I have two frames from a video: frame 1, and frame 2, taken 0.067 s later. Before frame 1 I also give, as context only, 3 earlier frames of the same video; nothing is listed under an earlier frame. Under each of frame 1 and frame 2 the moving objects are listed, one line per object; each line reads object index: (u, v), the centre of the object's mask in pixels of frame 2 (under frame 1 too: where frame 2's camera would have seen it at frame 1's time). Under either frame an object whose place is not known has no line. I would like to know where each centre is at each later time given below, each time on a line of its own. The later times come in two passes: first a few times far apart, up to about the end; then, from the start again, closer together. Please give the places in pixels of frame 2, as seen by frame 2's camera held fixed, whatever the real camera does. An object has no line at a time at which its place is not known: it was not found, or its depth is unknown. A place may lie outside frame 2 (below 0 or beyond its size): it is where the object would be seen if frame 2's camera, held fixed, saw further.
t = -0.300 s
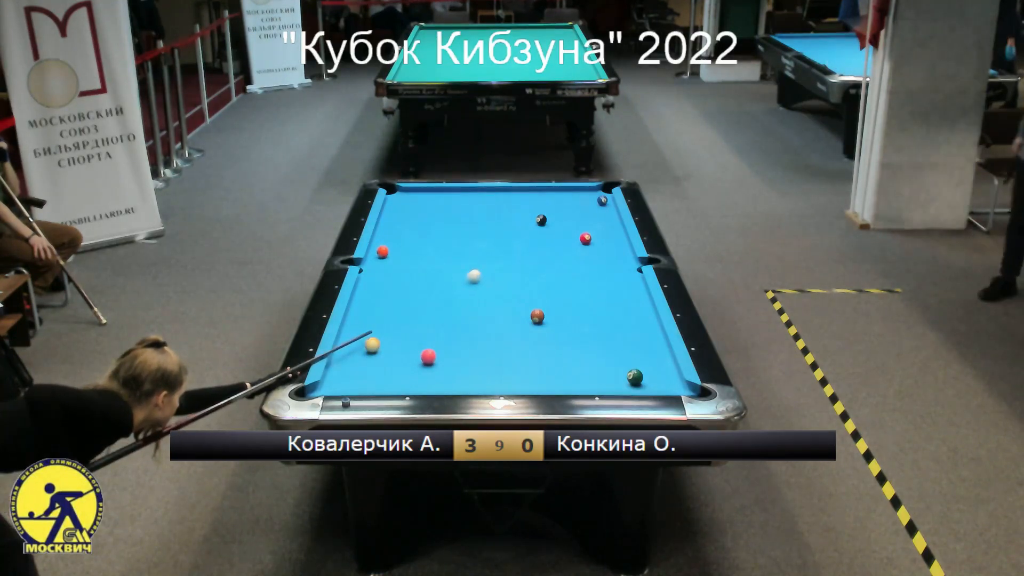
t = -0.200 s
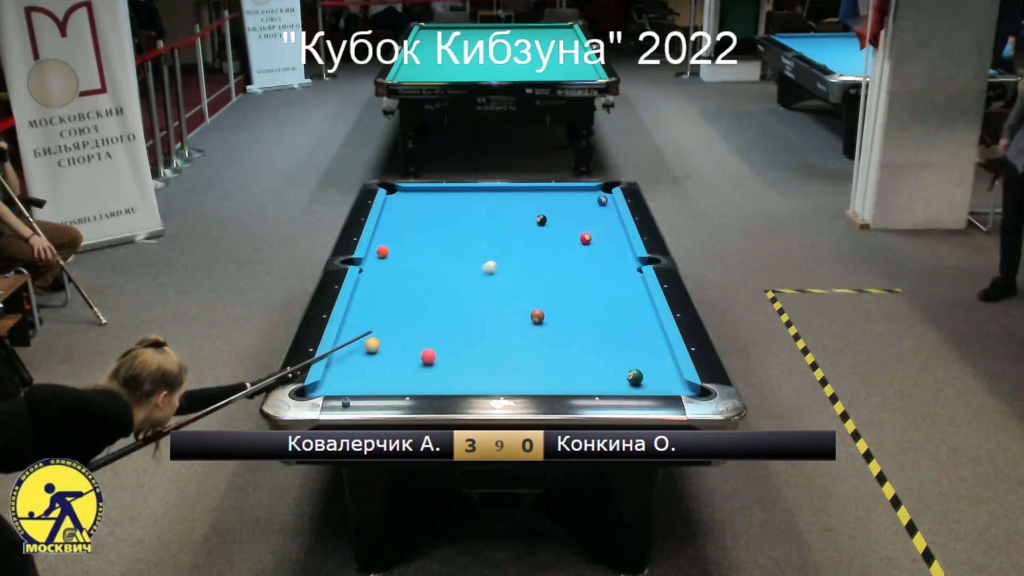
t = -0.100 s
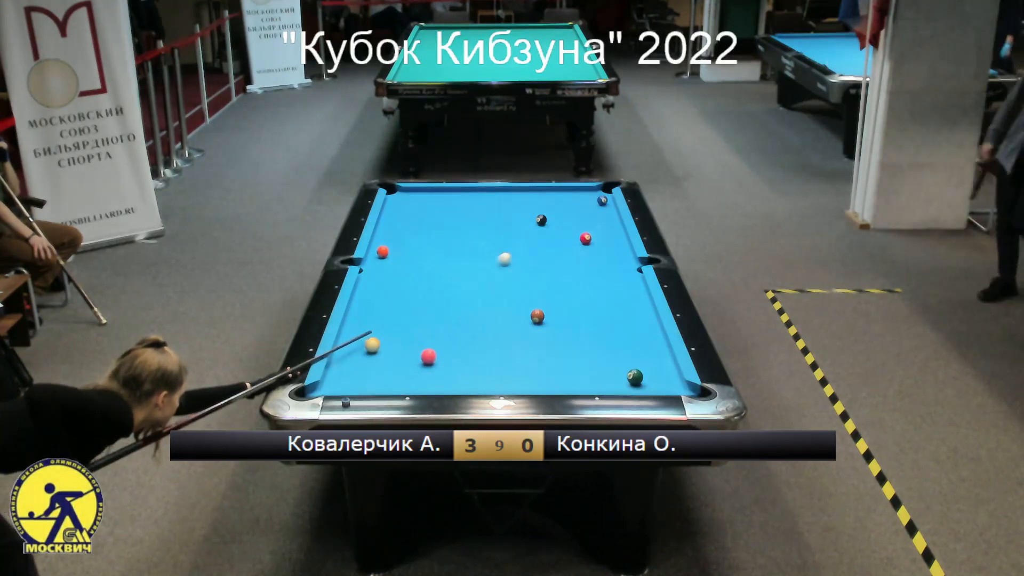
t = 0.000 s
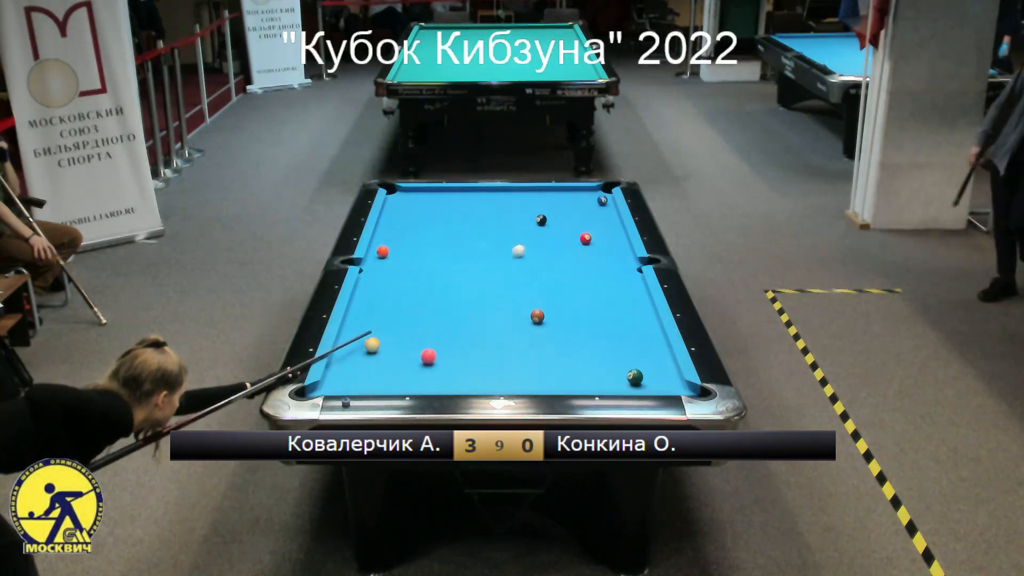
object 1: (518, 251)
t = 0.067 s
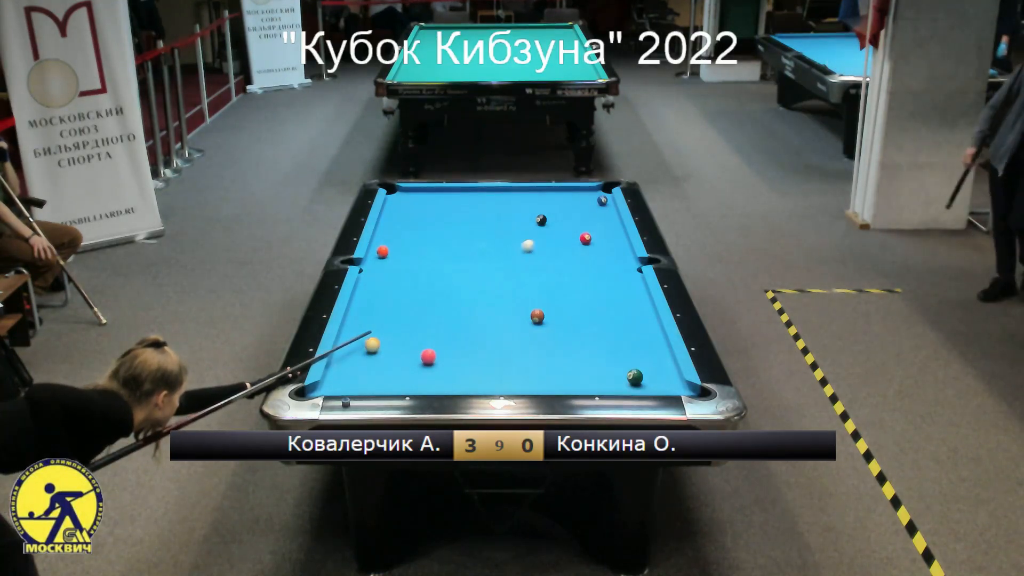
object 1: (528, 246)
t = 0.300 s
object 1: (557, 229)
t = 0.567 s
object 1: (588, 212)
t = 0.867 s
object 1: (605, 202)
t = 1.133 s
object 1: (589, 201)
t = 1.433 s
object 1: (572, 199)
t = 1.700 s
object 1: (558, 198)
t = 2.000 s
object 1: (544, 197)
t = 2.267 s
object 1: (533, 195)
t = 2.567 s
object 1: (522, 194)
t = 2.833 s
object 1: (512, 193)
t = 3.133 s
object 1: (503, 192)
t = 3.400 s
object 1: (496, 192)
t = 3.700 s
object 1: (489, 191)
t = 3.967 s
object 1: (483, 190)
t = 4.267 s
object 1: (478, 190)
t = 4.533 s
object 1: (474, 189)
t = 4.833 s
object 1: (472, 189)
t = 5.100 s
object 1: (470, 189)
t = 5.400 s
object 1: (470, 189)
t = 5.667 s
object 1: (470, 189)
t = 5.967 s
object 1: (470, 189)
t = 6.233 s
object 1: (470, 189)
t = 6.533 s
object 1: (470, 189)
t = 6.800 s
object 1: (470, 189)
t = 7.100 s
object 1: (470, 189)
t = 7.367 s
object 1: (470, 189)
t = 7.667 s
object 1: (470, 189)
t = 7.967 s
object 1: (470, 189)
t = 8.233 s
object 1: (470, 189)
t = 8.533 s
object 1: (470, 189)
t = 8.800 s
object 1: (470, 189)
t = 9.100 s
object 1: (470, 189)
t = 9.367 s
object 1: (470, 189)
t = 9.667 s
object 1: (470, 189)
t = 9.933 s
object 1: (470, 189)
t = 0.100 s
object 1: (532, 243)
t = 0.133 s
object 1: (536, 241)
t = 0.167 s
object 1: (540, 238)
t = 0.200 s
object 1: (545, 236)
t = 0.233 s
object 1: (549, 234)
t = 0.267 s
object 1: (553, 231)
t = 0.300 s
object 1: (557, 229)
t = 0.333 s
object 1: (561, 227)
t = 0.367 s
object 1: (565, 224)
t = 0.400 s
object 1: (569, 222)
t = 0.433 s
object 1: (573, 220)
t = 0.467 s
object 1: (577, 218)
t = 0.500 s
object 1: (581, 216)
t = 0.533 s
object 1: (584, 214)
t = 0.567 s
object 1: (588, 212)
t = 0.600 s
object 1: (591, 210)
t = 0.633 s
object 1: (595, 208)
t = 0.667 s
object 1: (599, 206)
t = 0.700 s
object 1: (602, 204)
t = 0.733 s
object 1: (605, 203)
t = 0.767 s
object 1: (609, 203)
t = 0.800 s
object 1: (609, 203)
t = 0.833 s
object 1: (607, 203)
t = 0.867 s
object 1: (605, 202)
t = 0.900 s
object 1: (603, 202)
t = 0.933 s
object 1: (601, 202)
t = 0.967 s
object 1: (599, 202)
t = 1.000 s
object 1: (596, 202)
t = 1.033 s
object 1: (595, 201)
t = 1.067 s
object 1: (592, 201)
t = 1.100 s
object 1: (590, 201)
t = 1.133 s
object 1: (589, 201)
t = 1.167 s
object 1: (587, 201)
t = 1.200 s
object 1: (585, 201)
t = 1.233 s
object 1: (583, 200)
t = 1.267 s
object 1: (581, 200)
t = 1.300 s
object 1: (579, 200)
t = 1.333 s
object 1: (577, 200)
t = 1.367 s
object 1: (576, 200)
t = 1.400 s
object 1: (573, 200)
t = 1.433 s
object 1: (572, 199)
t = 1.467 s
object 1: (571, 199)
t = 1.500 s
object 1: (568, 199)
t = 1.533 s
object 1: (567, 199)
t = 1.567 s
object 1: (565, 199)
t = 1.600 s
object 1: (563, 198)
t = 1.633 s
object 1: (561, 198)
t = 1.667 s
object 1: (560, 198)
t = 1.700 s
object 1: (558, 198)
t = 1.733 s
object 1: (557, 198)
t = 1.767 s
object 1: (555, 198)
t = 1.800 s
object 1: (553, 198)
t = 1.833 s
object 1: (552, 197)
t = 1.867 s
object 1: (550, 197)
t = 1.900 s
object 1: (549, 197)
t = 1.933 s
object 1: (547, 197)
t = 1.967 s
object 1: (546, 197)
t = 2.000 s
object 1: (544, 197)
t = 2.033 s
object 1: (542, 196)
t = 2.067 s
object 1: (541, 196)
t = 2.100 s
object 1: (540, 196)
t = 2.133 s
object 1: (538, 196)
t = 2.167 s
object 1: (537, 196)
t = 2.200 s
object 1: (536, 196)
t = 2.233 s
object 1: (534, 196)
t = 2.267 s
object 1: (533, 195)
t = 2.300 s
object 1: (531, 195)
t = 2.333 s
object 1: (530, 195)
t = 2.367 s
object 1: (529, 195)
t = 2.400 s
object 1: (528, 195)
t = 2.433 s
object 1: (526, 195)
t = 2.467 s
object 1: (525, 195)
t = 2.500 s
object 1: (524, 194)
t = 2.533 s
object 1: (523, 194)
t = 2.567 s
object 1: (522, 194)
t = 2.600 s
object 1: (520, 194)
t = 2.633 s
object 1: (519, 194)
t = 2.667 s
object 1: (518, 194)
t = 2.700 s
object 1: (517, 194)
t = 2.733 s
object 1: (515, 194)
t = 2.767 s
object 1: (514, 194)
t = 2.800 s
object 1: (513, 193)
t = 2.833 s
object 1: (512, 193)
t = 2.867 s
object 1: (511, 193)
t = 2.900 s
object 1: (510, 193)
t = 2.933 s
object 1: (509, 193)
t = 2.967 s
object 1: (508, 193)
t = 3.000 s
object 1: (507, 193)
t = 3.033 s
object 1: (506, 193)
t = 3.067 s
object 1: (505, 193)
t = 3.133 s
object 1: (503, 192)
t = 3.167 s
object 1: (502, 192)
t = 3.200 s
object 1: (501, 192)
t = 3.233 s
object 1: (500, 192)
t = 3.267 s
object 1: (499, 192)
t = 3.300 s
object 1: (499, 192)
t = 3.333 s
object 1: (498, 192)
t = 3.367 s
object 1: (497, 192)
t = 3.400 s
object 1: (496, 192)
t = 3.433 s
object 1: (495, 192)
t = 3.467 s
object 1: (494, 191)
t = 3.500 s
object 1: (493, 191)
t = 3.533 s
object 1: (493, 191)
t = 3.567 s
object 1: (492, 191)
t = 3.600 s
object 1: (491, 191)
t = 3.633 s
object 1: (490, 191)
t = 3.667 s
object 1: (490, 191)
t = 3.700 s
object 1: (489, 191)
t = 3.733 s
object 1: (488, 191)
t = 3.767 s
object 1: (488, 191)
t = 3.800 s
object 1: (487, 191)
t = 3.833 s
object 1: (486, 191)
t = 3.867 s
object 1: (485, 190)
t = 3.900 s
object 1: (485, 190)
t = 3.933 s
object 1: (484, 190)
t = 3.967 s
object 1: (483, 190)
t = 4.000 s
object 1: (483, 190)
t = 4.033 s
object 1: (482, 190)
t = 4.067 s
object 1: (482, 190)
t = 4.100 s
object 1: (481, 190)
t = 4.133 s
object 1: (480, 190)
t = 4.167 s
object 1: (480, 190)
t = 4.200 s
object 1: (479, 190)
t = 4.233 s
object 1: (479, 190)
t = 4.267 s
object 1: (478, 190)
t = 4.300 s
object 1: (478, 190)
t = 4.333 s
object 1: (477, 189)
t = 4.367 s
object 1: (477, 189)
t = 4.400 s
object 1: (476, 189)
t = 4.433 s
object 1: (476, 189)
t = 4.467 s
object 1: (475, 189)
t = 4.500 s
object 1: (475, 189)
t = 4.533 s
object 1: (474, 189)
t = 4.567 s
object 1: (474, 189)
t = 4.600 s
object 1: (474, 189)
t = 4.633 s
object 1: (473, 189)
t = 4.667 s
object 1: (473, 189)
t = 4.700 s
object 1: (473, 189)
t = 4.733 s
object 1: (472, 189)
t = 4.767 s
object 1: (472, 189)
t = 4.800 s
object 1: (472, 189)
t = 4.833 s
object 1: (472, 189)
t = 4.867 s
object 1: (471, 189)
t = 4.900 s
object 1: (471, 189)
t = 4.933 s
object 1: (471, 189)
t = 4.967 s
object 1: (471, 189)
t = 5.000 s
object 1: (471, 189)
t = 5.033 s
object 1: (471, 189)
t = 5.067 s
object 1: (470, 189)
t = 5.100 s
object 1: (470, 189)
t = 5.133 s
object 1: (470, 189)
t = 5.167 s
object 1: (470, 189)
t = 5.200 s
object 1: (470, 189)
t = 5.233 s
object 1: (470, 189)
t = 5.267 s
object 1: (470, 189)
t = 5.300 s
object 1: (470, 189)
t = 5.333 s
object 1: (470, 189)
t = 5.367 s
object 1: (470, 189)
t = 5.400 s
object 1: (470, 189)
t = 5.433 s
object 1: (470, 189)
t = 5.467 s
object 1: (470, 189)
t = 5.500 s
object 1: (470, 189)
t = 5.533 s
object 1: (470, 189)
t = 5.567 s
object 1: (470, 189)
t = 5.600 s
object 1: (470, 189)
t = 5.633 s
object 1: (470, 189)
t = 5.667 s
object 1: (470, 189)
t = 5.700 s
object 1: (470, 189)
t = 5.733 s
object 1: (470, 189)
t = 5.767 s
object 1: (470, 189)
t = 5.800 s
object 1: (470, 189)
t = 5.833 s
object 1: (470, 189)
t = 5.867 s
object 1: (470, 189)
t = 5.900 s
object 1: (470, 189)
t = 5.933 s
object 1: (470, 189)
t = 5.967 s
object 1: (470, 189)
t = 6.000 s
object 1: (470, 189)
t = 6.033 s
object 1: (470, 189)
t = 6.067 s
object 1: (470, 189)
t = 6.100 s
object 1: (470, 189)
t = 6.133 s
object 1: (470, 189)
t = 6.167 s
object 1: (470, 189)
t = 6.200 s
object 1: (470, 189)
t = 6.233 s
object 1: (470, 189)
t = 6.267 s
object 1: (470, 189)
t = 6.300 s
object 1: (470, 189)
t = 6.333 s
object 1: (470, 189)
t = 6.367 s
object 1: (470, 189)
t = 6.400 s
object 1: (470, 189)
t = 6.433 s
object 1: (470, 189)
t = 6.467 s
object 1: (470, 189)
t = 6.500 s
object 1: (470, 189)
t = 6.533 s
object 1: (470, 189)
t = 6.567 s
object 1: (470, 189)
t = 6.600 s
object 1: (470, 189)
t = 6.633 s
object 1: (470, 189)
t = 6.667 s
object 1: (470, 189)
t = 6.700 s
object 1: (470, 189)
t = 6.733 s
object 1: (470, 189)
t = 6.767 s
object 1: (470, 189)
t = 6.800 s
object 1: (470, 189)
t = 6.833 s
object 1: (470, 189)
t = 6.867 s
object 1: (470, 189)
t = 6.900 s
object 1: (470, 189)
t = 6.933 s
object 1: (470, 189)
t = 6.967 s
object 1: (470, 189)
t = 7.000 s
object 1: (470, 189)
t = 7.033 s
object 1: (470, 189)
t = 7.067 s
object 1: (470, 189)
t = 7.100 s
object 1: (470, 189)
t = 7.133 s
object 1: (470, 189)
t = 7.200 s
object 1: (470, 189)
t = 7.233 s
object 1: (470, 189)
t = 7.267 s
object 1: (470, 189)
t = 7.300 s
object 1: (470, 189)
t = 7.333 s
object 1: (470, 189)
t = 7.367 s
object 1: (470, 189)
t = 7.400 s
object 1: (470, 189)
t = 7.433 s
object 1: (470, 189)
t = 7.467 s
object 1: (470, 189)
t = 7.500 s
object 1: (470, 189)
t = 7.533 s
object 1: (470, 189)
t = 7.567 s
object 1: (470, 189)
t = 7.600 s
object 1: (470, 189)
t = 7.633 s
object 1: (470, 189)
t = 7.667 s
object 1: (470, 189)
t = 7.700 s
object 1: (470, 189)
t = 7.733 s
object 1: (470, 189)
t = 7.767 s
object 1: (470, 189)
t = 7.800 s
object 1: (470, 189)
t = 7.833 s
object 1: (470, 189)
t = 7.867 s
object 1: (470, 189)
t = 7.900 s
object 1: (470, 189)
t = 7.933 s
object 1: (470, 189)
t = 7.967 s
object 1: (470, 189)
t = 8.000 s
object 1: (470, 189)
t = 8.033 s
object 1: (470, 189)
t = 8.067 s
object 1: (470, 189)
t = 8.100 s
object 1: (470, 189)
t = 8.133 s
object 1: (470, 189)
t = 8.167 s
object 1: (470, 189)
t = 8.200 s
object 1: (470, 189)
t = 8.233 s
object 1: (470, 189)
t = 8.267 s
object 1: (470, 189)
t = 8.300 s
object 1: (470, 189)
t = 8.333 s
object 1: (470, 189)
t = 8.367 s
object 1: (470, 189)
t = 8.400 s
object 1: (470, 189)
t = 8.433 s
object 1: (470, 189)
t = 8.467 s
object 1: (470, 189)
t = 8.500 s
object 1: (470, 189)
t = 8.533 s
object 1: (470, 189)
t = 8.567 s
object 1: (470, 189)
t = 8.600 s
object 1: (470, 189)
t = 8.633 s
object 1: (470, 189)
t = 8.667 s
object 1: (470, 189)
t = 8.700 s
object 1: (470, 189)
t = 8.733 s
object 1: (470, 189)
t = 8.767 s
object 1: (470, 189)
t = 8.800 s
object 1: (470, 189)
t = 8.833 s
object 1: (470, 189)
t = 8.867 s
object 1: (470, 189)
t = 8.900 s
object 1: (470, 189)
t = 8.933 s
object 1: (470, 189)
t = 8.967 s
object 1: (470, 189)
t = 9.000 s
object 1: (470, 189)
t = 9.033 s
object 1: (470, 189)
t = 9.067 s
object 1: (470, 189)
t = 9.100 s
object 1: (470, 189)
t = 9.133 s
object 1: (470, 189)
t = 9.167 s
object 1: (470, 189)
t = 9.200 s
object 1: (470, 189)
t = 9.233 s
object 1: (470, 189)
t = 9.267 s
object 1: (470, 189)
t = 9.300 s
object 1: (470, 189)
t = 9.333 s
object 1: (470, 189)
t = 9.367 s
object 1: (470, 189)
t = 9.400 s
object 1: (470, 189)
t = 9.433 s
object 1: (470, 189)
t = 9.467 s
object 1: (470, 189)
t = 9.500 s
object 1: (470, 189)
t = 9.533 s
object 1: (470, 189)
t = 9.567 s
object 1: (470, 189)
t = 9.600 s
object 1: (470, 189)
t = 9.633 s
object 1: (470, 189)
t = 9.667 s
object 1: (470, 189)
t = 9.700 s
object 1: (470, 189)
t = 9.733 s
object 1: (470, 189)
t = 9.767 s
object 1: (470, 189)
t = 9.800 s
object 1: (470, 189)
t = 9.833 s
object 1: (470, 189)
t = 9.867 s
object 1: (470, 189)
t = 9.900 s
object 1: (470, 189)
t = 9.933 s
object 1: (470, 189)
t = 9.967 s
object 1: (470, 189)
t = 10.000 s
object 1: (470, 189)
